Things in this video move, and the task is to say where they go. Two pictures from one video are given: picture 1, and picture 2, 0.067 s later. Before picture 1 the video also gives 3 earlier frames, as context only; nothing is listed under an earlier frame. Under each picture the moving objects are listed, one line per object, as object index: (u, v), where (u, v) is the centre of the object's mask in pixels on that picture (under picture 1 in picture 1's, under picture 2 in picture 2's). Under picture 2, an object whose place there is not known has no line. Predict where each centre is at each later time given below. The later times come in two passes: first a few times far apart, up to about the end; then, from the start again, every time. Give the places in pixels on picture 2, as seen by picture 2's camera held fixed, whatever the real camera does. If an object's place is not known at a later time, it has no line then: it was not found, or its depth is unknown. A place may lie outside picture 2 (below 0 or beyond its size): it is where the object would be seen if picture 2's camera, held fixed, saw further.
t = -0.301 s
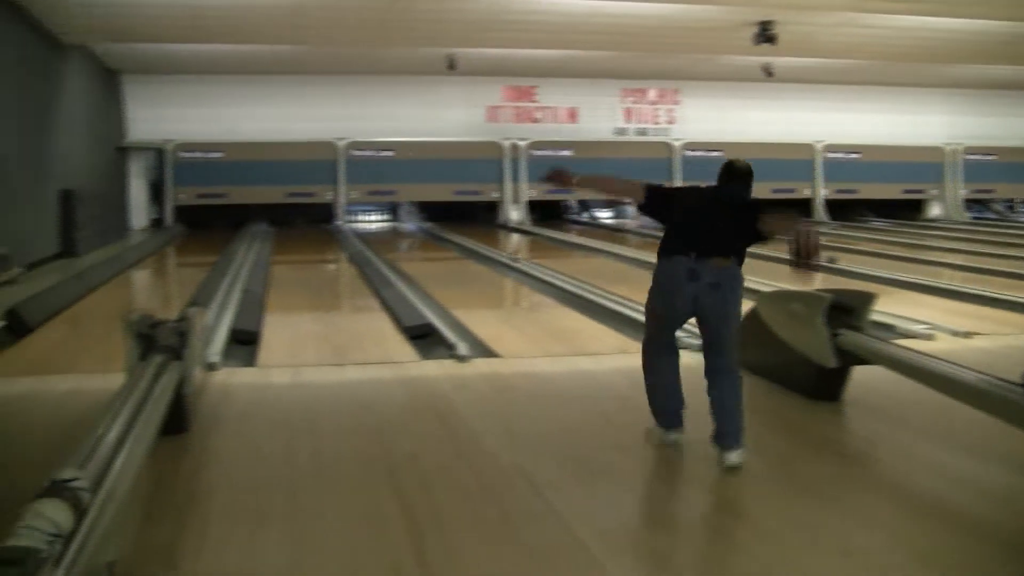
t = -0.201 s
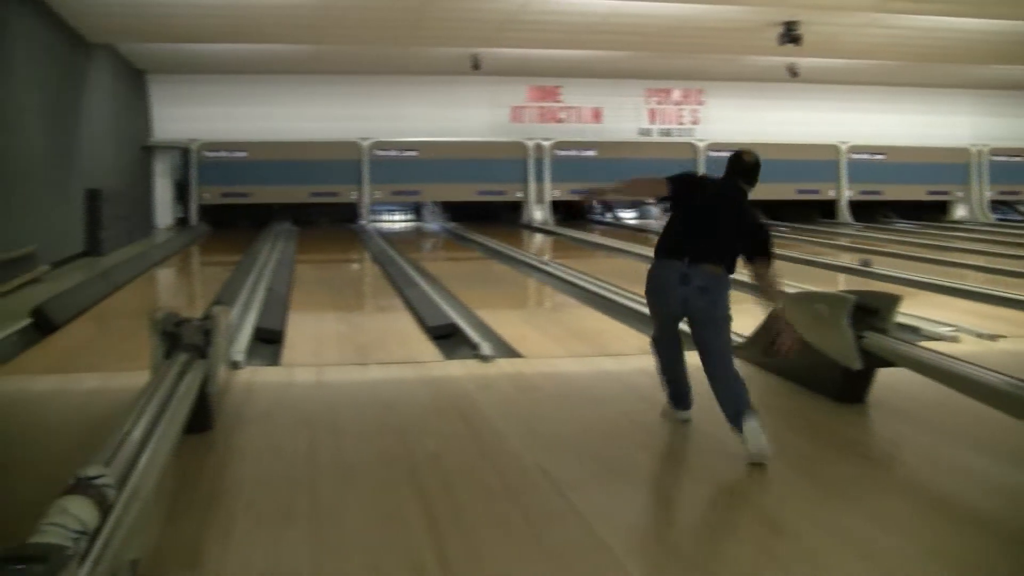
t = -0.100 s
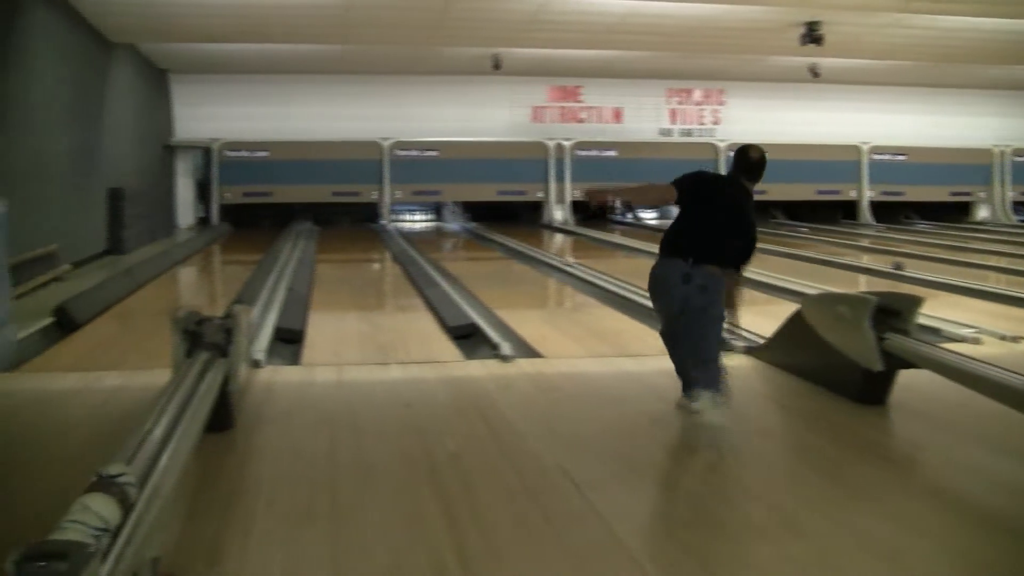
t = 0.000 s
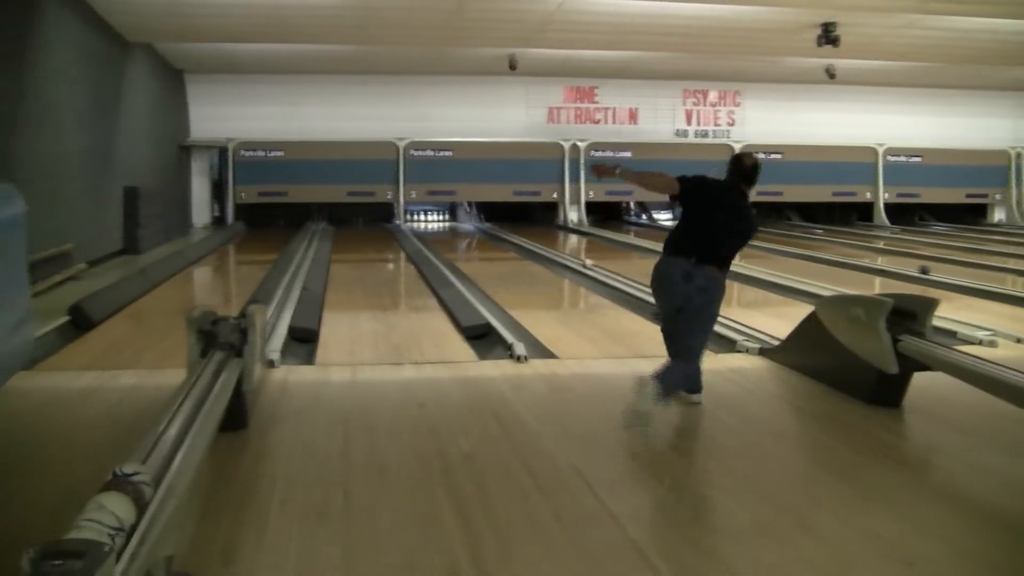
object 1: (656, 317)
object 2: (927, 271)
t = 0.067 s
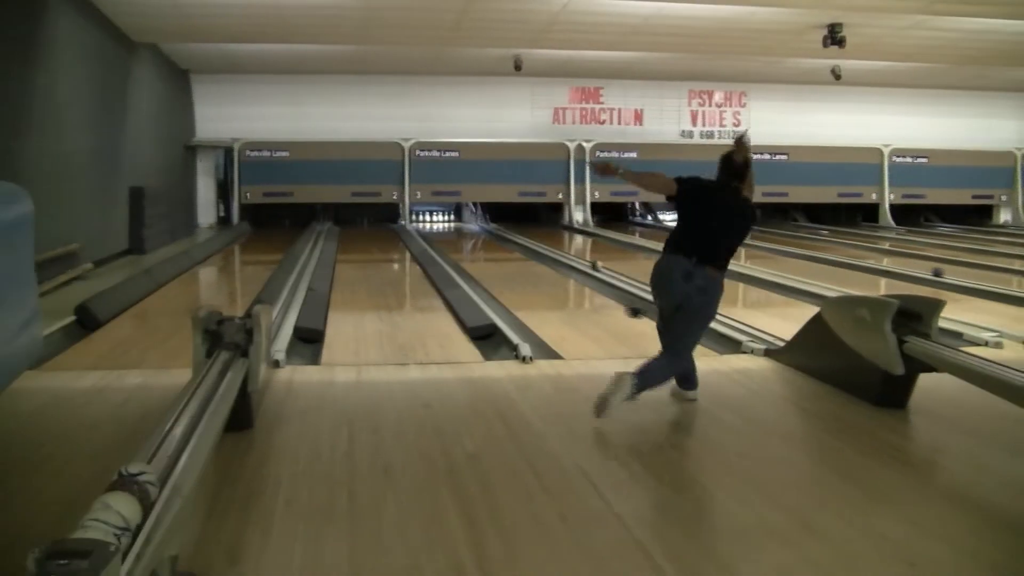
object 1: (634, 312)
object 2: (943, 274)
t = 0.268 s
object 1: (568, 291)
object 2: (967, 278)
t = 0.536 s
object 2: (999, 285)
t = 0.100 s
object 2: (950, 276)
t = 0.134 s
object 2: (953, 276)
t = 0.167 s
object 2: (955, 276)
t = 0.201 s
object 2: (960, 277)
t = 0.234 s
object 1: (578, 295)
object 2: (963, 277)
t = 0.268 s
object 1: (568, 291)
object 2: (967, 278)
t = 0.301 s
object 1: (560, 287)
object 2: (971, 279)
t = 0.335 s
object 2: (976, 280)
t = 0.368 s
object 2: (980, 281)
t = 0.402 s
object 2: (983, 282)
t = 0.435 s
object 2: (986, 282)
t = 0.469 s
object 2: (990, 284)
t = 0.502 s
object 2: (995, 285)
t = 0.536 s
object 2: (999, 285)
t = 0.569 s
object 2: (1005, 287)
